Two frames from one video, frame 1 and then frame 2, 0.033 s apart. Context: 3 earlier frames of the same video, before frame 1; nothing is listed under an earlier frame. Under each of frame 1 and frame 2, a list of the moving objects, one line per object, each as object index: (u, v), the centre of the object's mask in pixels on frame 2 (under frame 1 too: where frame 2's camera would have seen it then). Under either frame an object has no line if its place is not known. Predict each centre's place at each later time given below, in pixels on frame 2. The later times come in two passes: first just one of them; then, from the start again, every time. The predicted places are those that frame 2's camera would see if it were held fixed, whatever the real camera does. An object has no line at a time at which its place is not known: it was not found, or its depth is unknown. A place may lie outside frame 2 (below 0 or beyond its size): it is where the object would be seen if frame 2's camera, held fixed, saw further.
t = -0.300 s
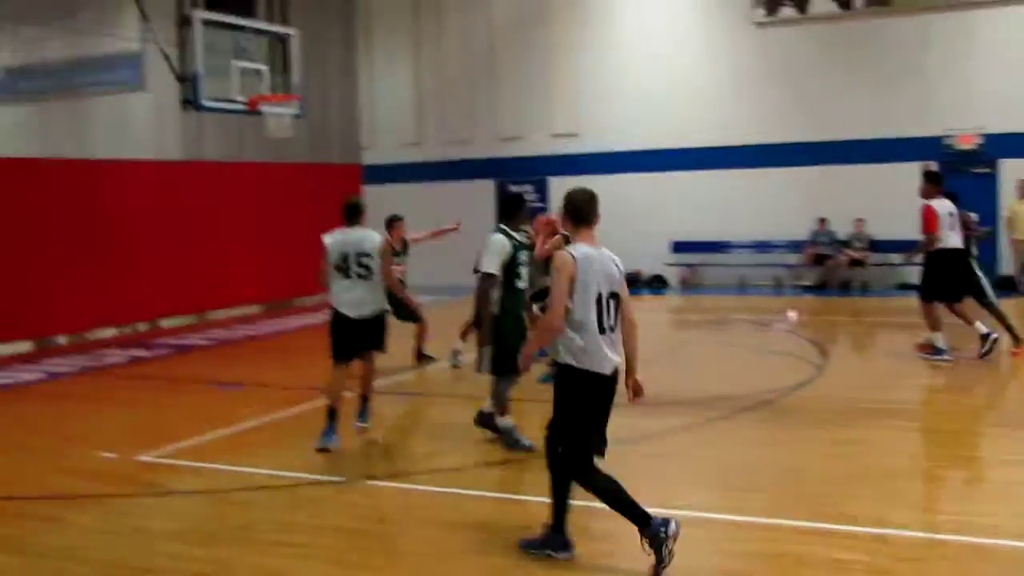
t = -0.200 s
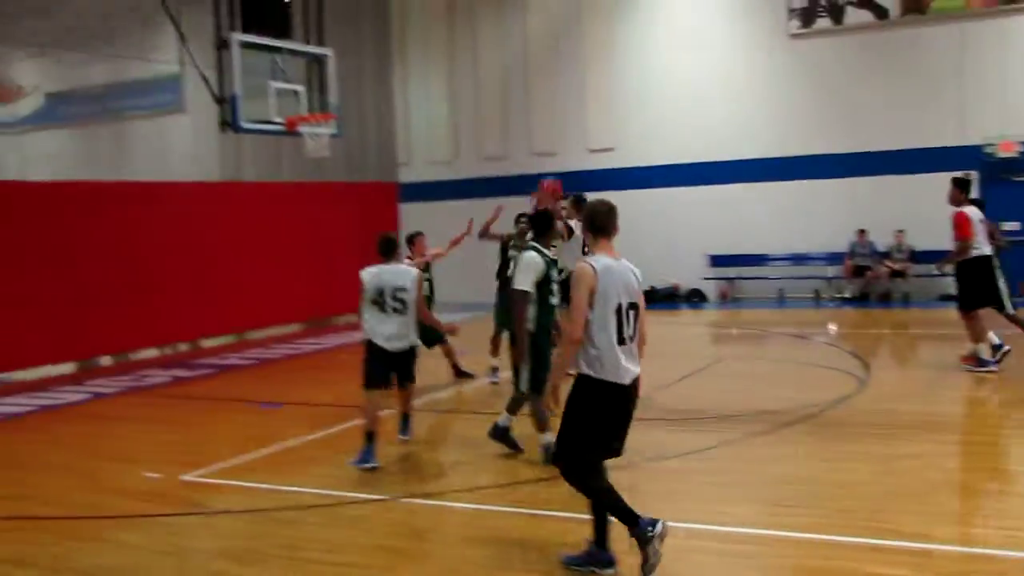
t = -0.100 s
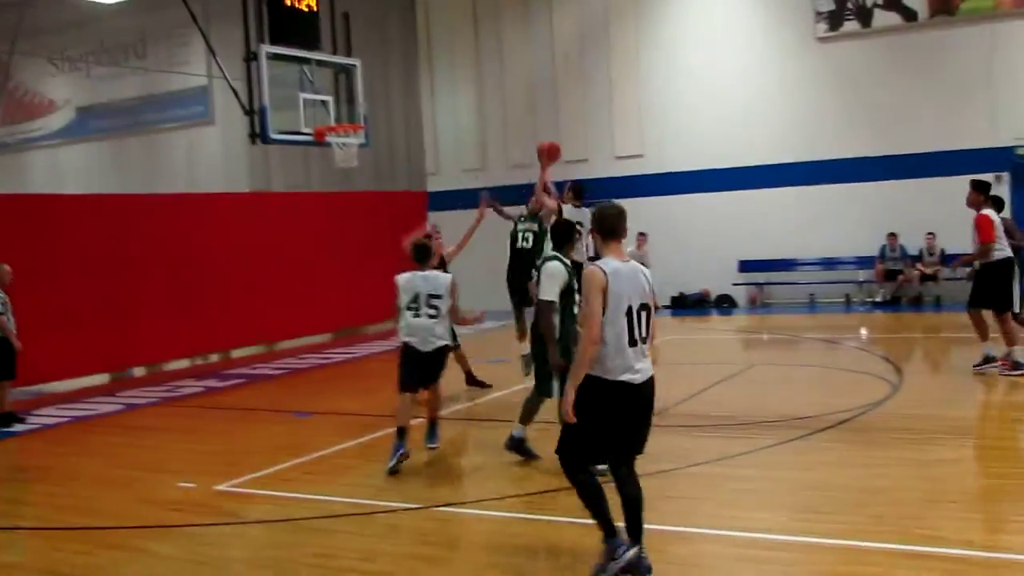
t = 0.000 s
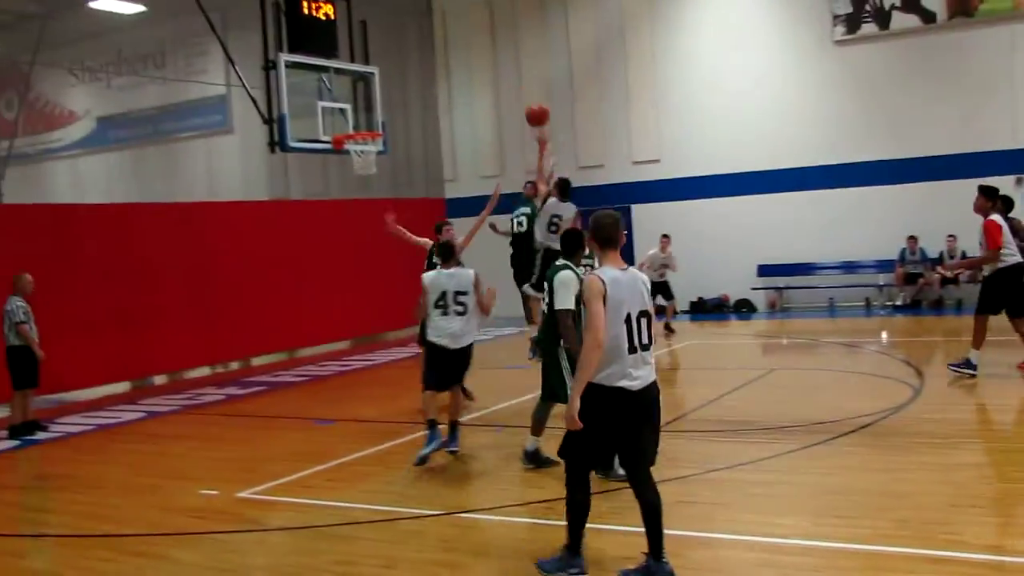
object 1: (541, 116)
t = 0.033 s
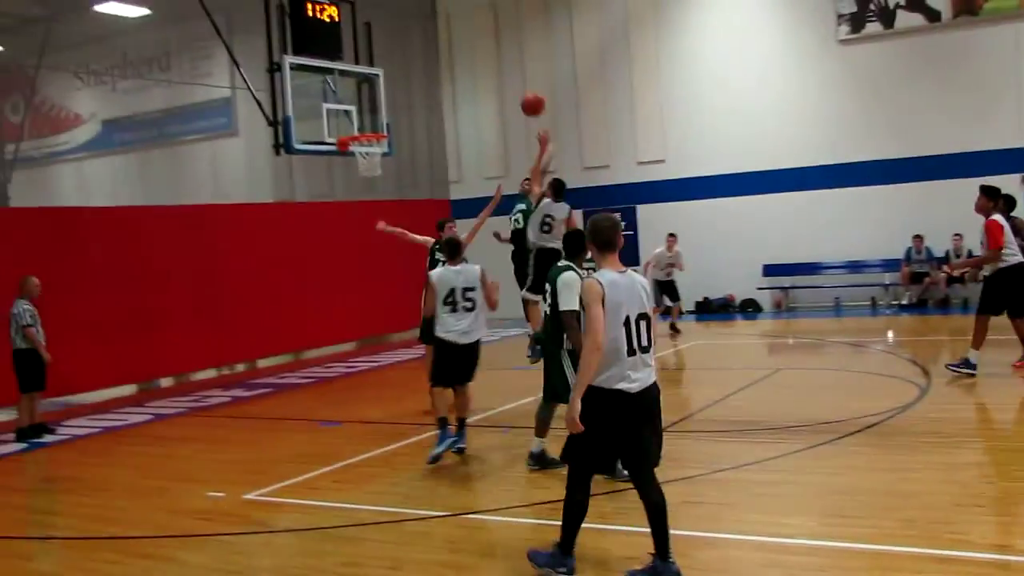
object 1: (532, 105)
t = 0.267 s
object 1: (476, 58)
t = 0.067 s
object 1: (523, 94)
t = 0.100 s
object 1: (515, 85)
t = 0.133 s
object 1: (507, 77)
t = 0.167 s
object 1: (499, 70)
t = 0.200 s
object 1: (491, 65)
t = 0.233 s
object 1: (483, 61)
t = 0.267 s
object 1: (476, 58)
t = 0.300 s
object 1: (469, 56)
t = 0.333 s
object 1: (462, 56)
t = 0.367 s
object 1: (456, 56)
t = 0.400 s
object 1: (449, 57)
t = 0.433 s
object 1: (443, 59)
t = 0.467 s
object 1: (437, 61)
